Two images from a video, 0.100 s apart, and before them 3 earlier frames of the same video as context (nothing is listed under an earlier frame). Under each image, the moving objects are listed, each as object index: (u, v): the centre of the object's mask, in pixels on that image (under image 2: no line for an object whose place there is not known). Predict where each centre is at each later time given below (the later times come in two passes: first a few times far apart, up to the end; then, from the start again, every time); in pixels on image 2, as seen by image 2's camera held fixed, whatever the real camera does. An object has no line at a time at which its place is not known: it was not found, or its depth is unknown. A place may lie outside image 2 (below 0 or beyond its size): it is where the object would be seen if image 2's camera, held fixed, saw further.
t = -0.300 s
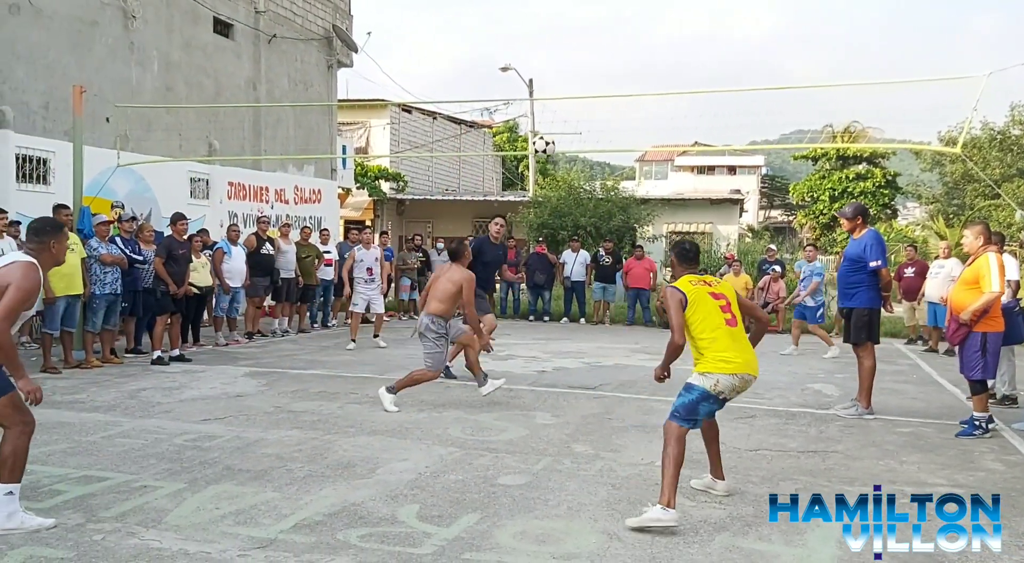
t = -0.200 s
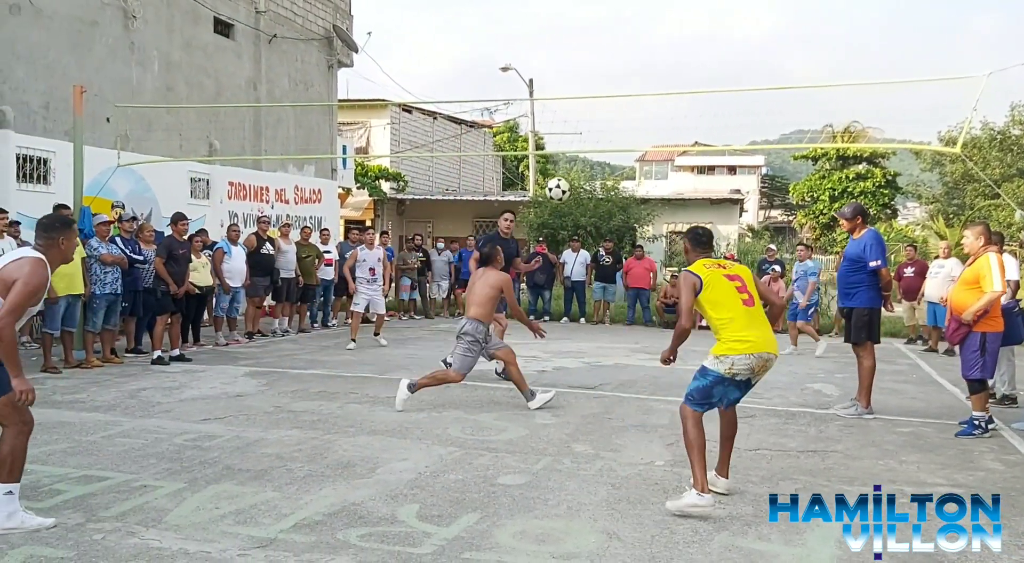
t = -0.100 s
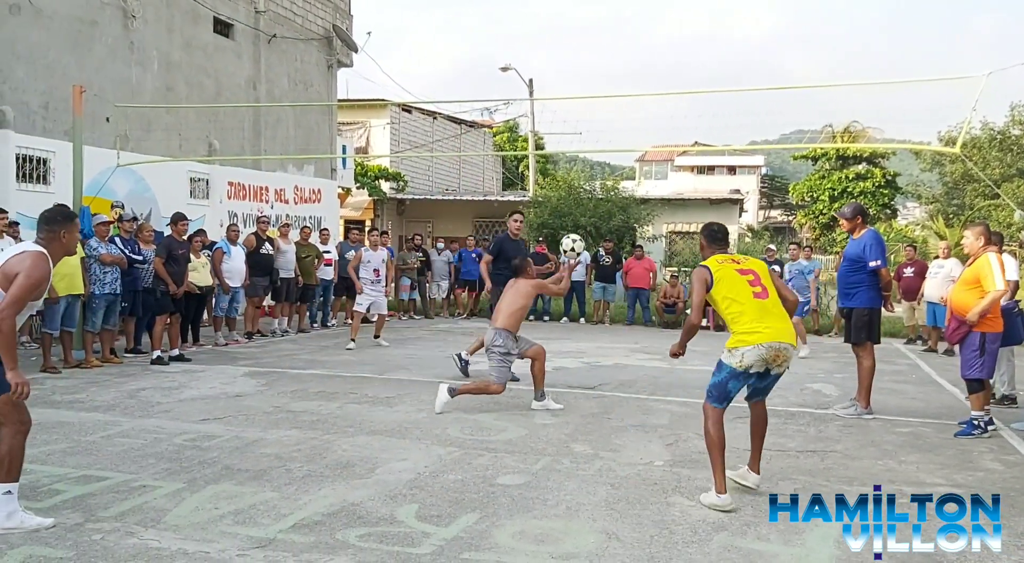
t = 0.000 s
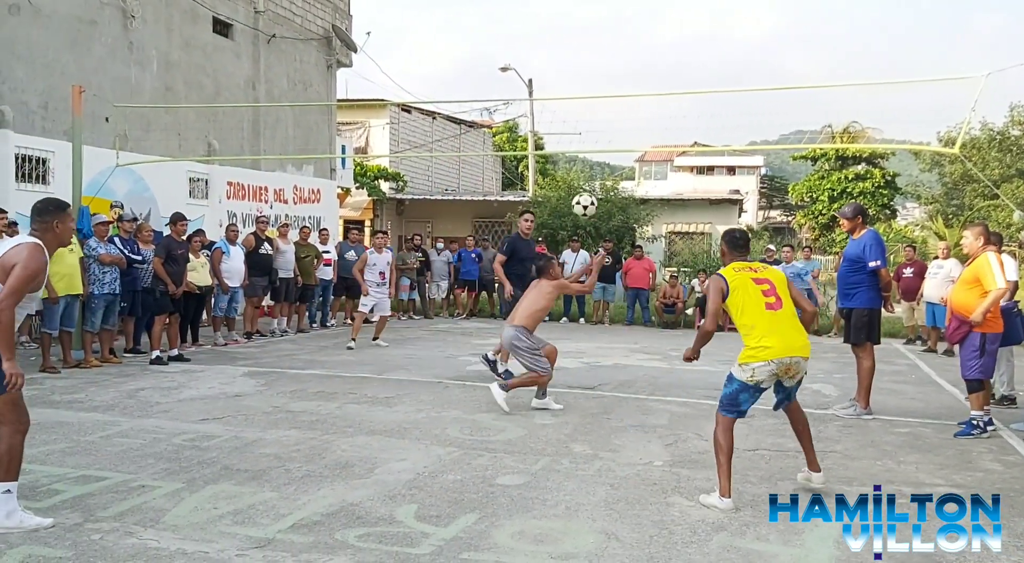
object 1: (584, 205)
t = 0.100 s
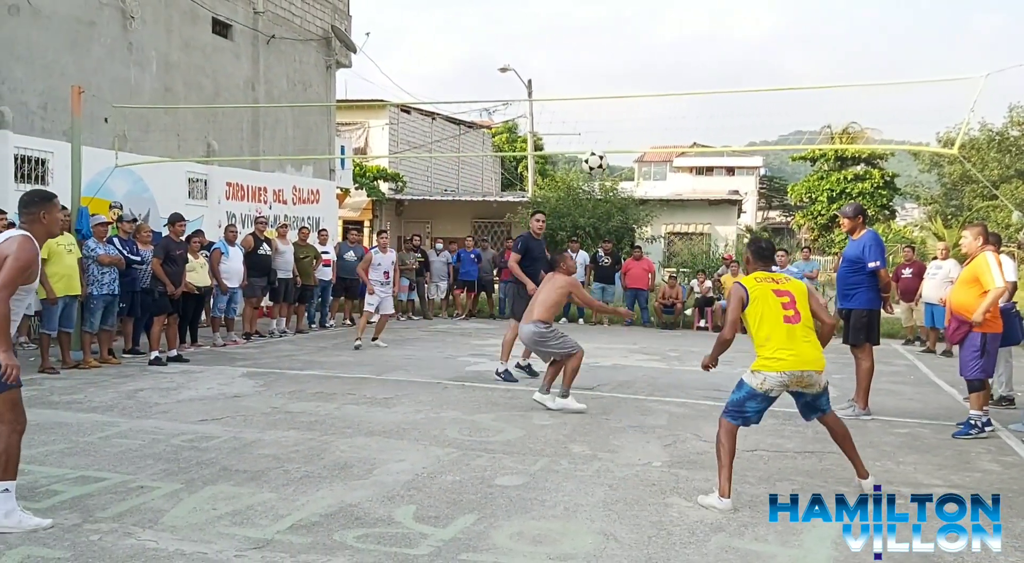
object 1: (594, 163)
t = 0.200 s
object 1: (606, 129)
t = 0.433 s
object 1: (632, 92)
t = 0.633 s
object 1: (654, 110)
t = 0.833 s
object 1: (676, 181)
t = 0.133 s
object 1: (598, 151)
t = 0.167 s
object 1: (602, 139)
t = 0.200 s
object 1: (606, 129)
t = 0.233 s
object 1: (610, 121)
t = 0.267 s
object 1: (613, 113)
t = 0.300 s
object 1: (616, 106)
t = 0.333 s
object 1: (620, 100)
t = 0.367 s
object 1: (624, 96)
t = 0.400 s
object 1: (627, 94)
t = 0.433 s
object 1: (632, 92)
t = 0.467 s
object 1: (635, 91)
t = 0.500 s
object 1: (639, 92)
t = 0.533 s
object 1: (642, 94)
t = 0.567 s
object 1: (646, 98)
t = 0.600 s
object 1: (651, 103)
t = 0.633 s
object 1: (654, 110)
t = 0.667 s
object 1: (658, 118)
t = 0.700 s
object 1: (661, 128)
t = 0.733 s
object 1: (666, 138)
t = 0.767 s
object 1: (669, 151)
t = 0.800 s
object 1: (672, 165)
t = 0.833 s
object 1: (676, 181)
